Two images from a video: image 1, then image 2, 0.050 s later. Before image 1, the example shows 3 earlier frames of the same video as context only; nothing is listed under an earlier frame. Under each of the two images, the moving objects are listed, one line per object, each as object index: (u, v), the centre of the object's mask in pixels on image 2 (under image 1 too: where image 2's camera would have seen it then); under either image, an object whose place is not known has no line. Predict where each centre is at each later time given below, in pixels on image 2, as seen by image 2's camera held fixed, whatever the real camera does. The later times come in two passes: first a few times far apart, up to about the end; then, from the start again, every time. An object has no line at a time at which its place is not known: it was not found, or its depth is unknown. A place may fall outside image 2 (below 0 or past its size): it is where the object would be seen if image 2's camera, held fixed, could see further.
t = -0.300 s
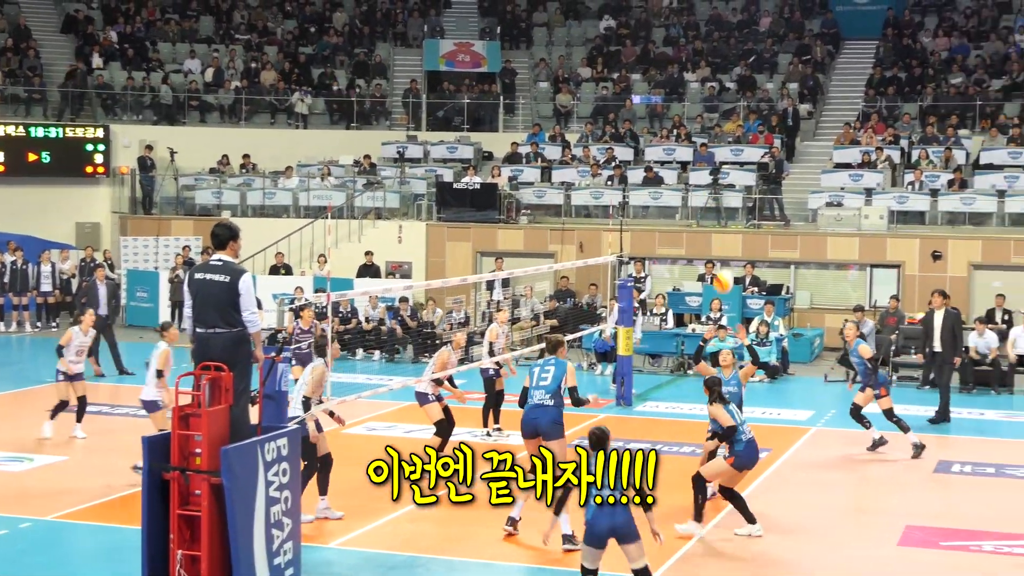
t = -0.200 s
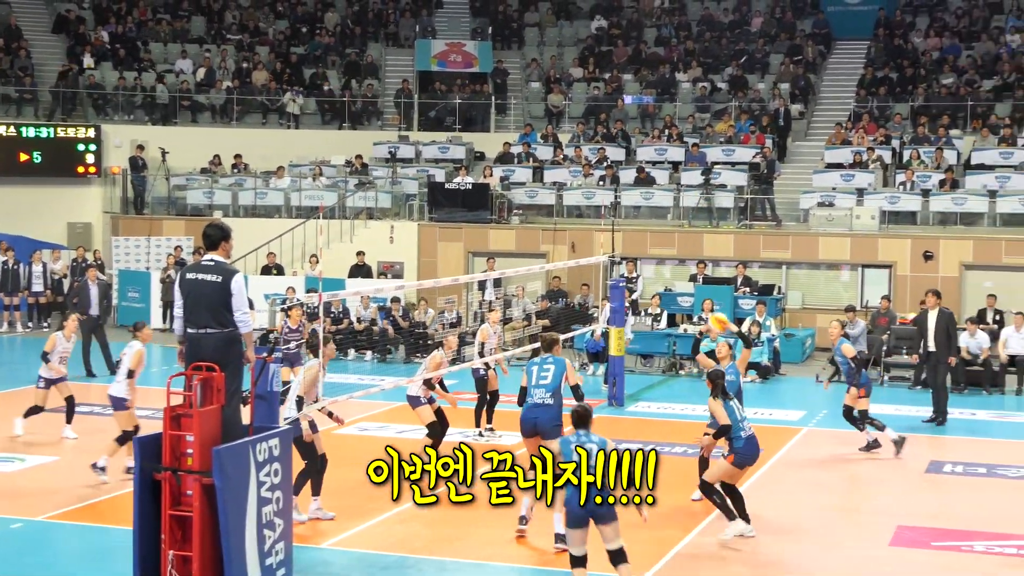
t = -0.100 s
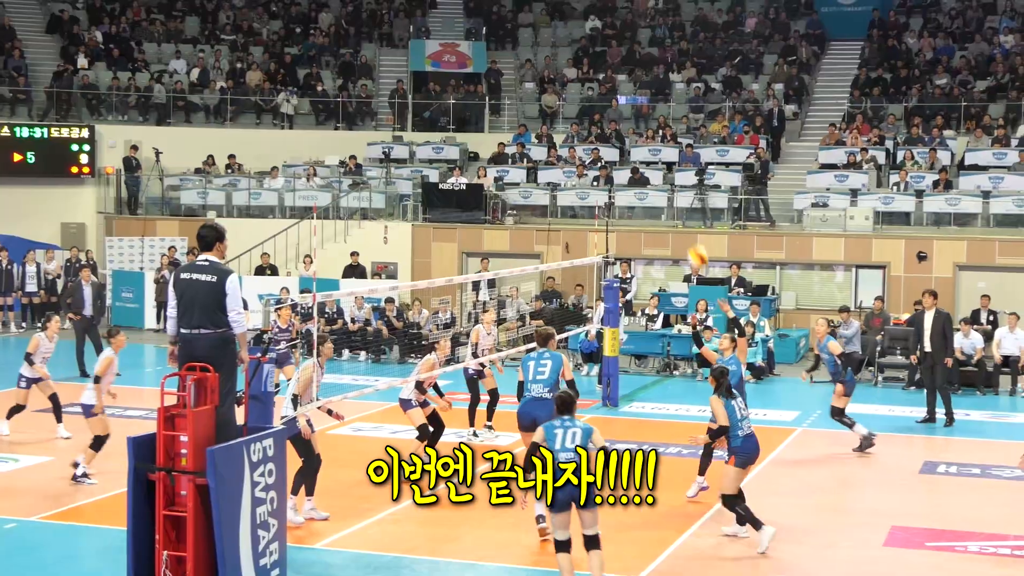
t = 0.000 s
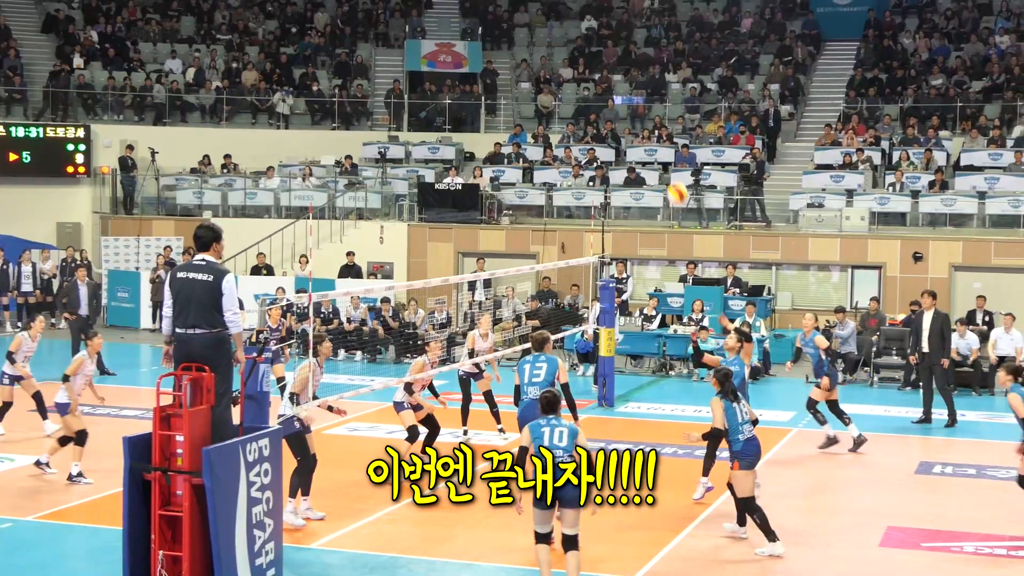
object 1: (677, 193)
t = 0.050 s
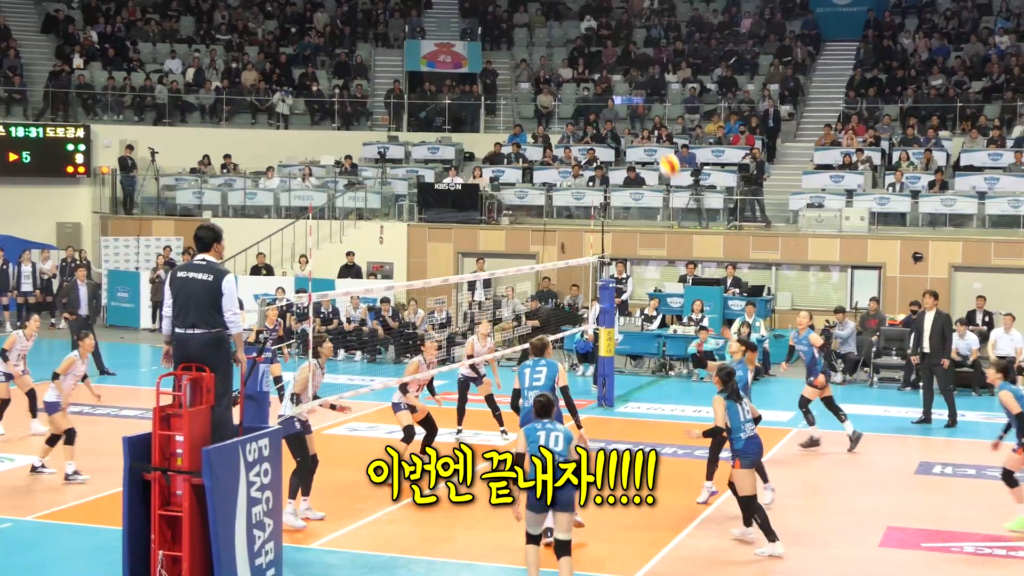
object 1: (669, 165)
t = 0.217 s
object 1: (646, 88)
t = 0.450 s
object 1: (611, 26)
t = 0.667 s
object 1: (577, 15)
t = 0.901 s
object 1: (539, 58)
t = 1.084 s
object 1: (509, 132)
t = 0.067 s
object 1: (667, 156)
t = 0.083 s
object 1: (665, 147)
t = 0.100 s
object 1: (662, 138)
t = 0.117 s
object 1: (660, 132)
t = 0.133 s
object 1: (658, 123)
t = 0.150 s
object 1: (655, 116)
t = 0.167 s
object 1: (653, 109)
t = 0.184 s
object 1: (650, 102)
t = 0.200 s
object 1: (648, 94)
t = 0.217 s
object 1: (646, 88)
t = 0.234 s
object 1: (643, 82)
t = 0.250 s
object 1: (641, 76)
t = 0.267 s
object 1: (638, 71)
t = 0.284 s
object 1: (636, 65)
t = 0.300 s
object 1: (634, 60)
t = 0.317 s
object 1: (631, 55)
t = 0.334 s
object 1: (628, 50)
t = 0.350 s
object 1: (626, 46)
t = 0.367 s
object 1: (623, 42)
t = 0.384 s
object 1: (621, 38)
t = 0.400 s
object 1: (618, 34)
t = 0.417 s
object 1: (616, 31)
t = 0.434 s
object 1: (613, 28)
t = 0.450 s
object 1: (611, 26)
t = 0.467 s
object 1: (608, 23)
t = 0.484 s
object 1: (606, 21)
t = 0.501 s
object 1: (603, 19)
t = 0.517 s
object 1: (601, 17)
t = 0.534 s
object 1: (598, 16)
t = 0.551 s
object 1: (596, 15)
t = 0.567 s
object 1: (593, 14)
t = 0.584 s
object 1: (590, 14)
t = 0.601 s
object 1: (588, 13)
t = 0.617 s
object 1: (585, 13)
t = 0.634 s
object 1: (582, 13)
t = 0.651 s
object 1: (580, 14)
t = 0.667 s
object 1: (577, 15)
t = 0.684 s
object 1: (575, 16)
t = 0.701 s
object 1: (572, 17)
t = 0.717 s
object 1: (569, 19)
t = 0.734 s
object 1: (567, 21)
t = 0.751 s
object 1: (564, 23)
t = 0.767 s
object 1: (561, 26)
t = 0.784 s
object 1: (558, 29)
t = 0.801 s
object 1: (556, 32)
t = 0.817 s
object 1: (553, 36)
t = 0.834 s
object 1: (550, 39)
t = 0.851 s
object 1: (547, 43)
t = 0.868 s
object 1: (545, 48)
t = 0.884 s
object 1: (542, 53)
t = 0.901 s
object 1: (539, 58)
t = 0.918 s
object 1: (537, 63)
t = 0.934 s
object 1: (534, 69)
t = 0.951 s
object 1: (531, 75)
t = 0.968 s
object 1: (528, 81)
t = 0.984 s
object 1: (525, 88)
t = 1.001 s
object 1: (523, 94)
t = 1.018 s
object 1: (520, 101)
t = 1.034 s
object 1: (517, 109)
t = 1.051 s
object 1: (514, 117)
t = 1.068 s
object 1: (512, 125)
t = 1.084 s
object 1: (509, 132)
